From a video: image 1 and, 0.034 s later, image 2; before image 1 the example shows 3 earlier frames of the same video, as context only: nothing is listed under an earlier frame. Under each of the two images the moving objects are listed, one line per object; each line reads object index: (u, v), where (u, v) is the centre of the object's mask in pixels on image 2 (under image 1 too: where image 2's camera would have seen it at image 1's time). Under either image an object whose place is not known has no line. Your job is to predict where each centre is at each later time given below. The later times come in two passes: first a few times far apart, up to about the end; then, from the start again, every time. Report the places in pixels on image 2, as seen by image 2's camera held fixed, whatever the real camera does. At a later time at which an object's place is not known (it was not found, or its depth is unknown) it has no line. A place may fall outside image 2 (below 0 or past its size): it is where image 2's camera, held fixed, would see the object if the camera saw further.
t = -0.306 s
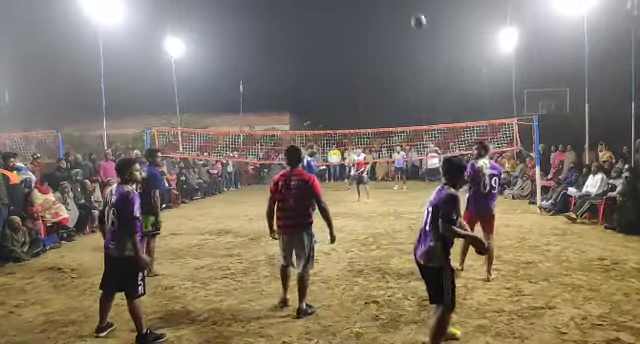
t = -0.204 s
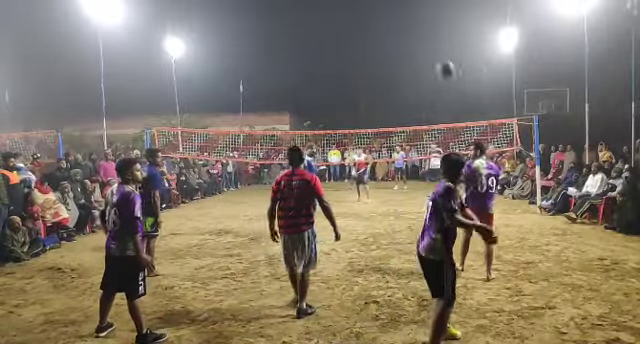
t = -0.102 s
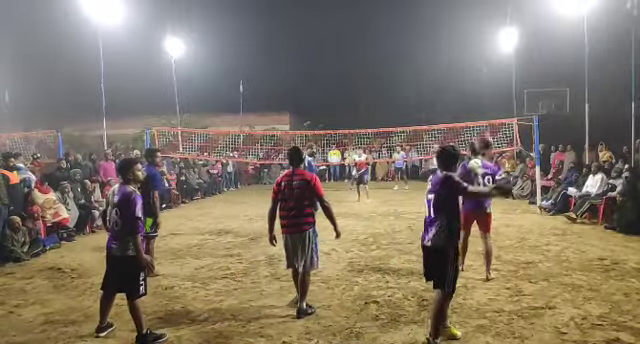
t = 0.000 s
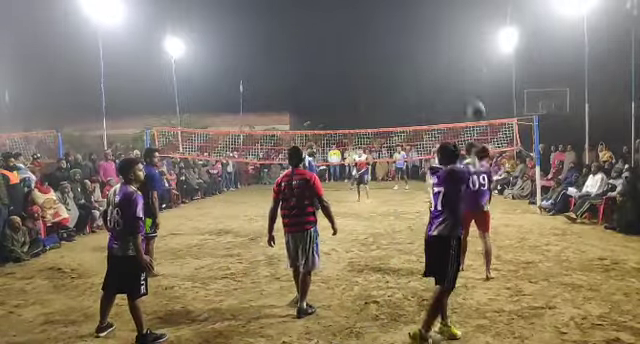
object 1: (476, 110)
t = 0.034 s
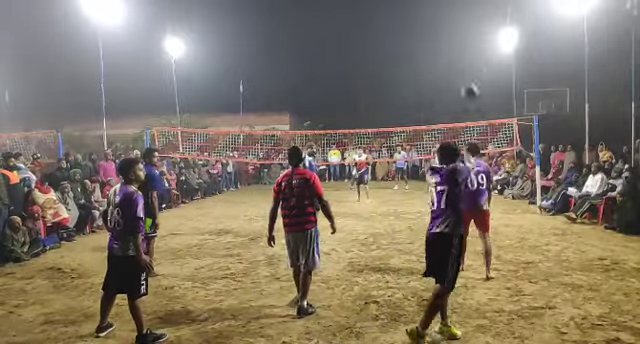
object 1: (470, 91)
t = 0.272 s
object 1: (437, 25)
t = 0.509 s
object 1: (419, 20)
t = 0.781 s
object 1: (409, 45)
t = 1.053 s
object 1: (404, 85)
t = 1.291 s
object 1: (401, 126)
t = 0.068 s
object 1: (463, 76)
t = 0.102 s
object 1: (457, 63)
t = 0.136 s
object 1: (454, 52)
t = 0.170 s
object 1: (448, 42)
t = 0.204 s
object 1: (443, 37)
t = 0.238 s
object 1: (440, 31)
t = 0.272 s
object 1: (437, 25)
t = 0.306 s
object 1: (434, 22)
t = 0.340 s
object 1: (428, 17)
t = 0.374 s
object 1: (426, 17)
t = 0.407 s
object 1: (424, 17)
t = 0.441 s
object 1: (422, 17)
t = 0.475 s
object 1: (420, 19)
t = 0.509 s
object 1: (419, 20)
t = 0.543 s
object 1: (417, 22)
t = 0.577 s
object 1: (416, 25)
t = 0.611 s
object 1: (414, 27)
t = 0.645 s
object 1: (413, 31)
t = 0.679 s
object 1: (412, 34)
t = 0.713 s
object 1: (411, 38)
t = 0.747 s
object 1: (410, 41)
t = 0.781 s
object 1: (409, 45)
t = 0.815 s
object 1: (408, 50)
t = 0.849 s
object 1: (407, 54)
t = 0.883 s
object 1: (407, 59)
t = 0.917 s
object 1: (406, 64)
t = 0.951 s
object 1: (406, 69)
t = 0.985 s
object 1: (405, 74)
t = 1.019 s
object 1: (405, 80)
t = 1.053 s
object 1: (404, 85)
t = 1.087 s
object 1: (403, 90)
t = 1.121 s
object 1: (403, 97)
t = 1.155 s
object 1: (402, 102)
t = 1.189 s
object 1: (402, 108)
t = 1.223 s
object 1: (402, 114)
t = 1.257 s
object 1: (401, 120)
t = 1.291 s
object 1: (401, 126)
